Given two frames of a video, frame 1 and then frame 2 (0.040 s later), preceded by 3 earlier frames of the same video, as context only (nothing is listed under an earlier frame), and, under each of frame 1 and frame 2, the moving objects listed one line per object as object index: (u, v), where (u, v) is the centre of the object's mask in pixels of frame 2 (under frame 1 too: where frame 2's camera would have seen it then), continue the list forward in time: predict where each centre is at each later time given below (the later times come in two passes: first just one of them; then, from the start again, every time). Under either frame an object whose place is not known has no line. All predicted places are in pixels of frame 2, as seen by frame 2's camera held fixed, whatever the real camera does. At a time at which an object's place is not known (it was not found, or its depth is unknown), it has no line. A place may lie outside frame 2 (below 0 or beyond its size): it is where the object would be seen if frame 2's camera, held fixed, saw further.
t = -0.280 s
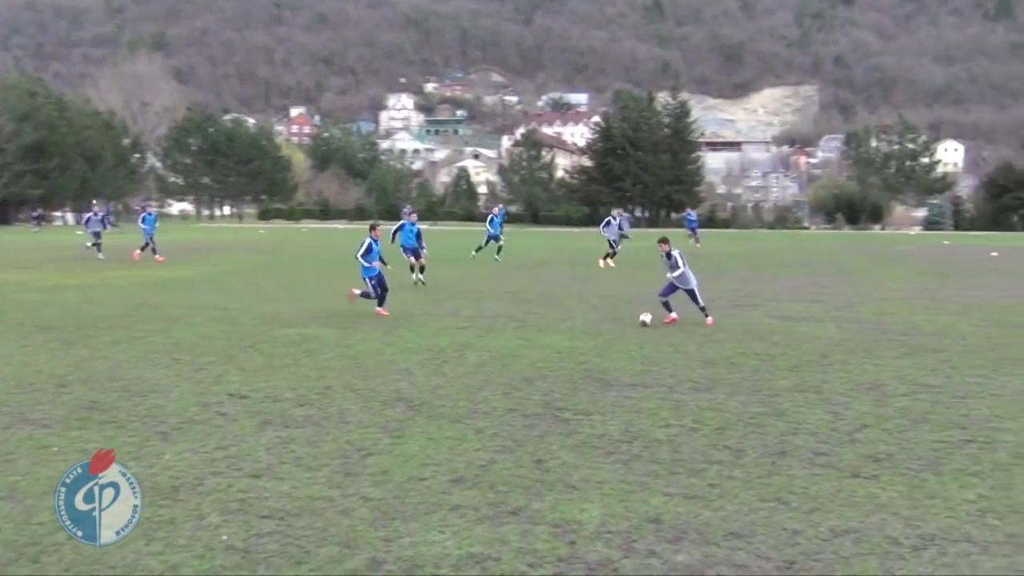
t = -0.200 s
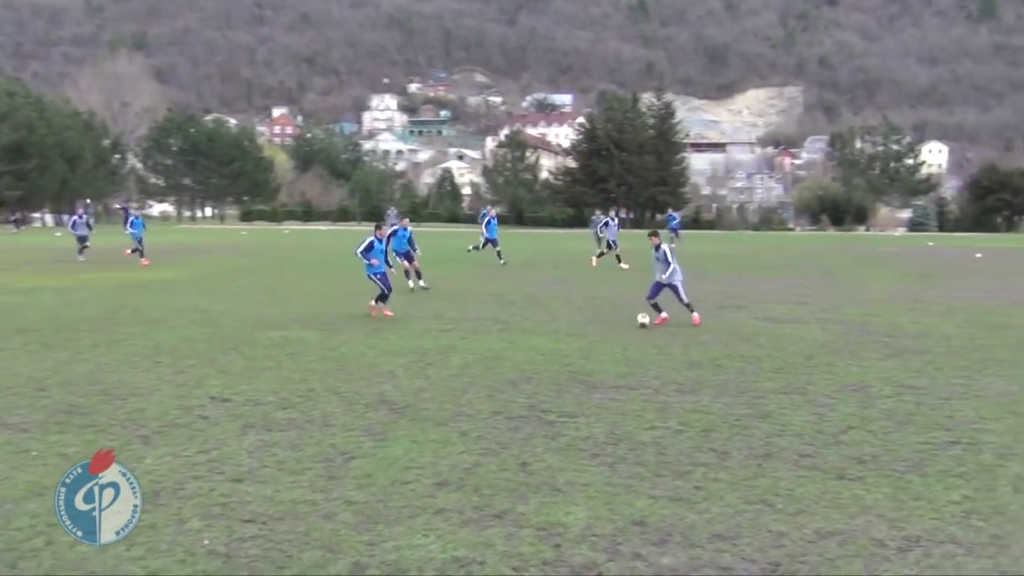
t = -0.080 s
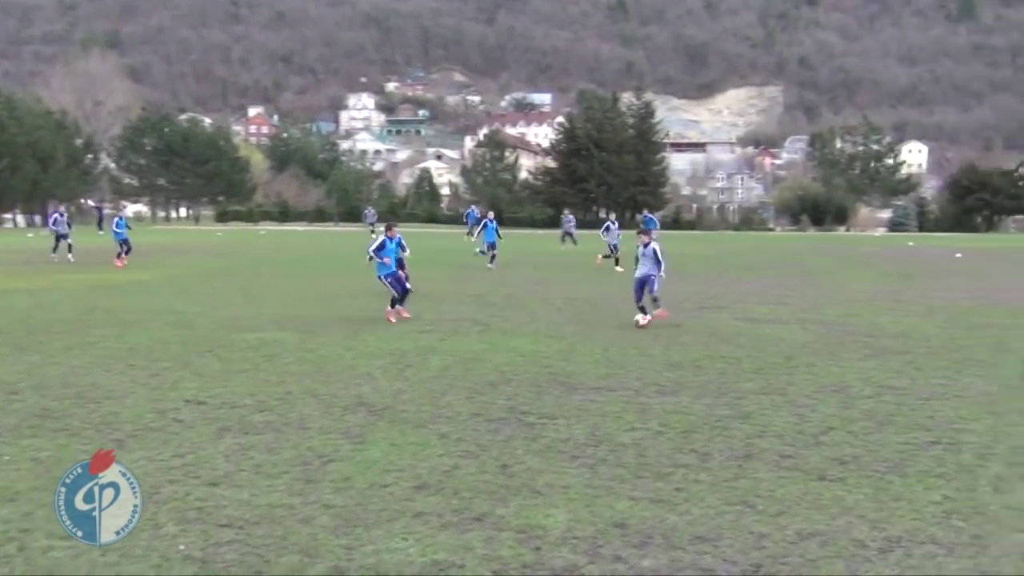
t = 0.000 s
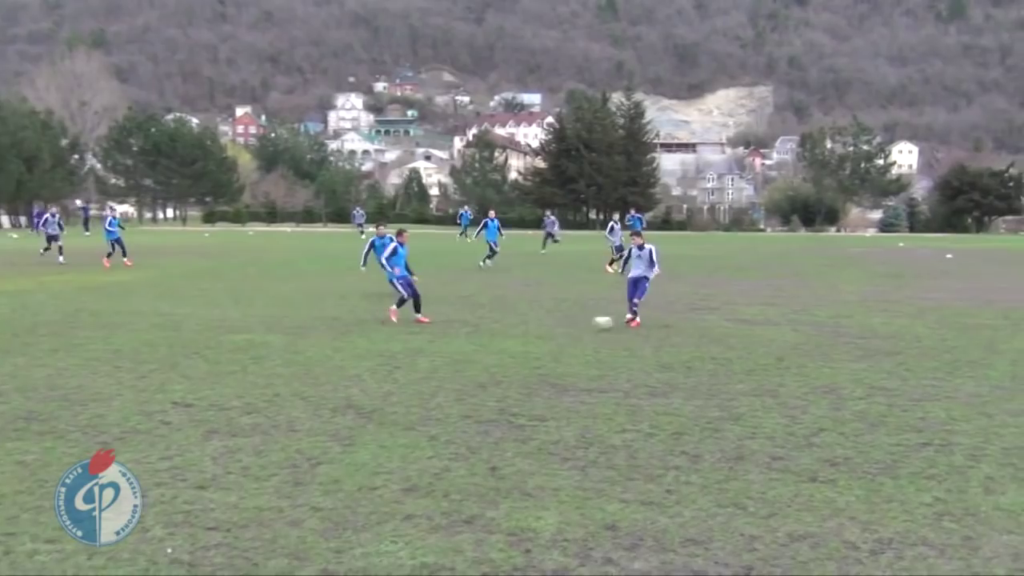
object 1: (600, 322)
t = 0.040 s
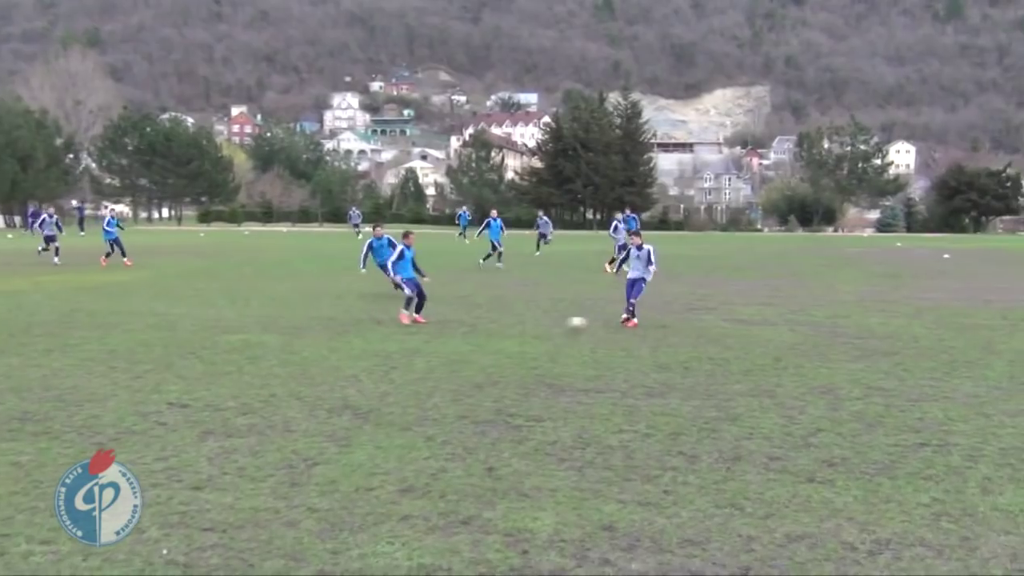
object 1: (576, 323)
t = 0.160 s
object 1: (502, 331)
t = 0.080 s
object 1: (552, 324)
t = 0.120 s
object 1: (528, 327)
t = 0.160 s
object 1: (502, 331)
